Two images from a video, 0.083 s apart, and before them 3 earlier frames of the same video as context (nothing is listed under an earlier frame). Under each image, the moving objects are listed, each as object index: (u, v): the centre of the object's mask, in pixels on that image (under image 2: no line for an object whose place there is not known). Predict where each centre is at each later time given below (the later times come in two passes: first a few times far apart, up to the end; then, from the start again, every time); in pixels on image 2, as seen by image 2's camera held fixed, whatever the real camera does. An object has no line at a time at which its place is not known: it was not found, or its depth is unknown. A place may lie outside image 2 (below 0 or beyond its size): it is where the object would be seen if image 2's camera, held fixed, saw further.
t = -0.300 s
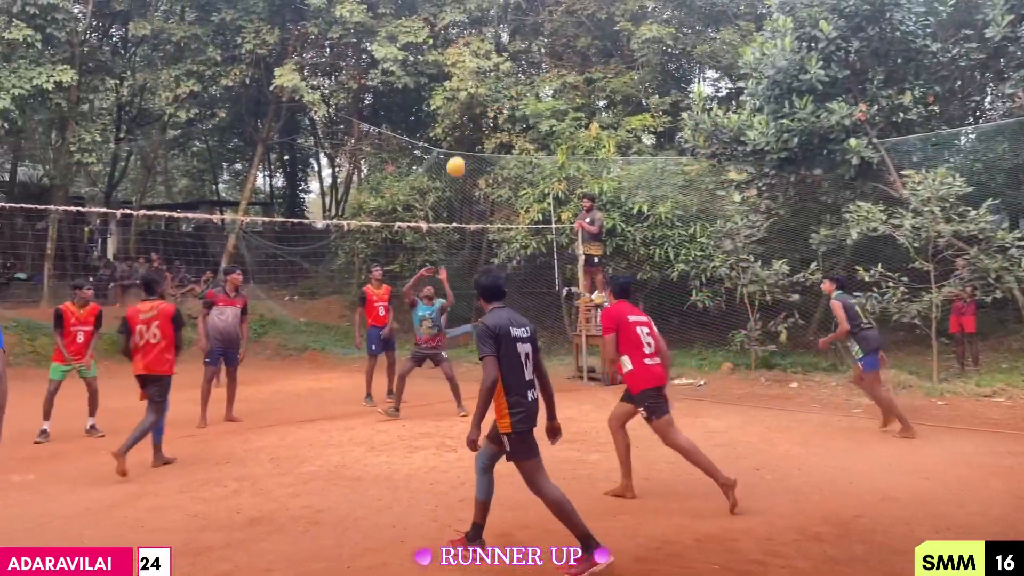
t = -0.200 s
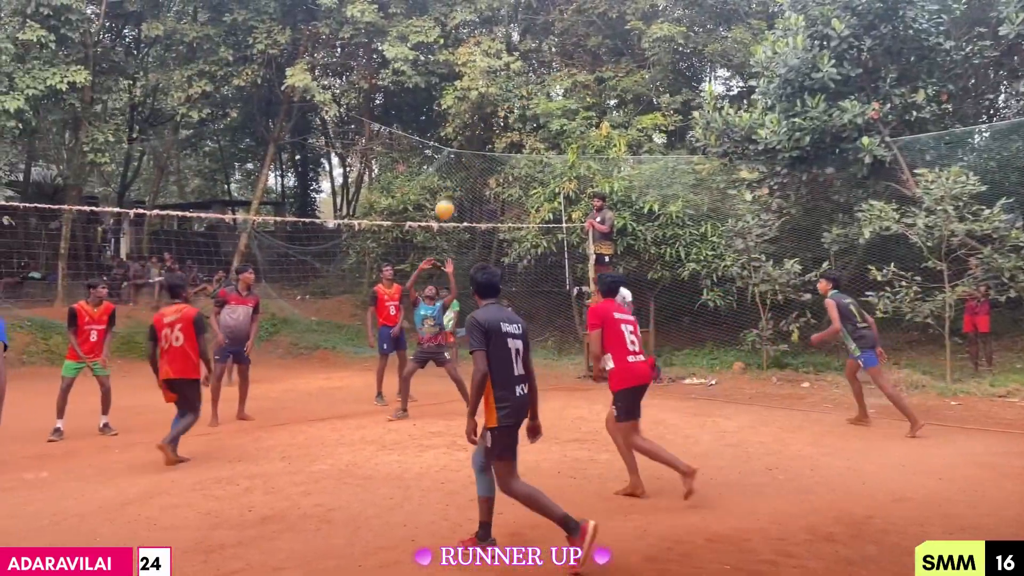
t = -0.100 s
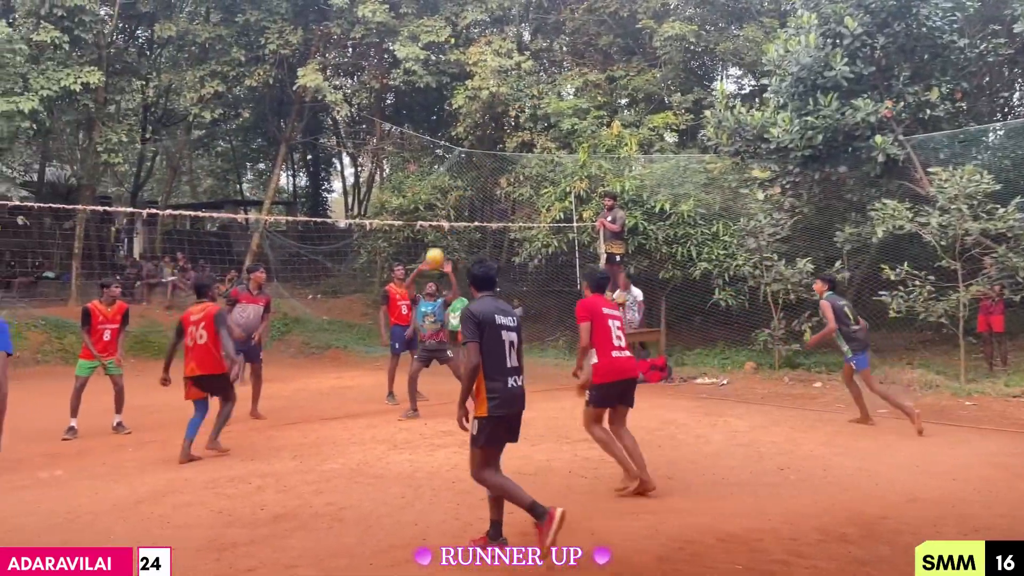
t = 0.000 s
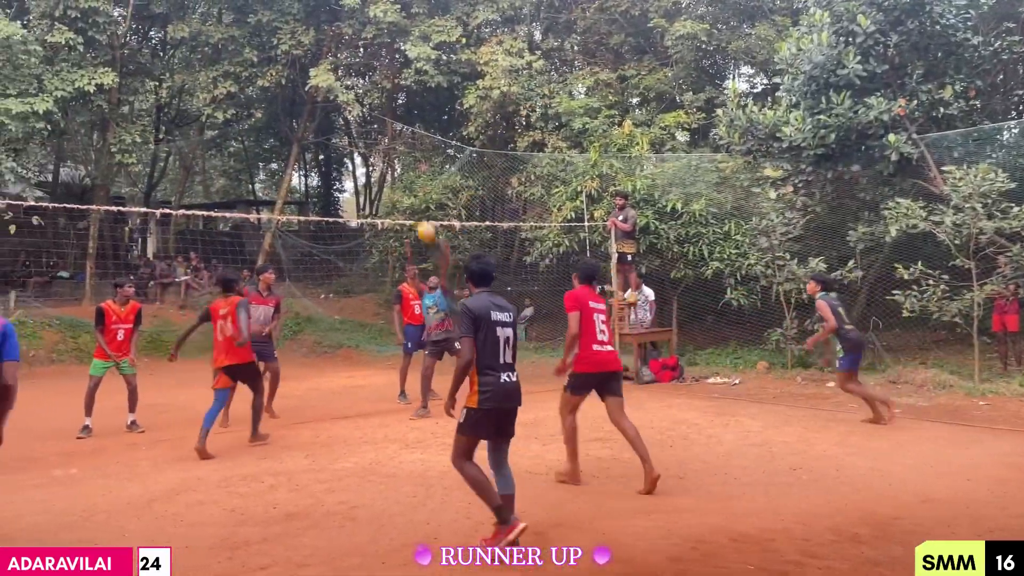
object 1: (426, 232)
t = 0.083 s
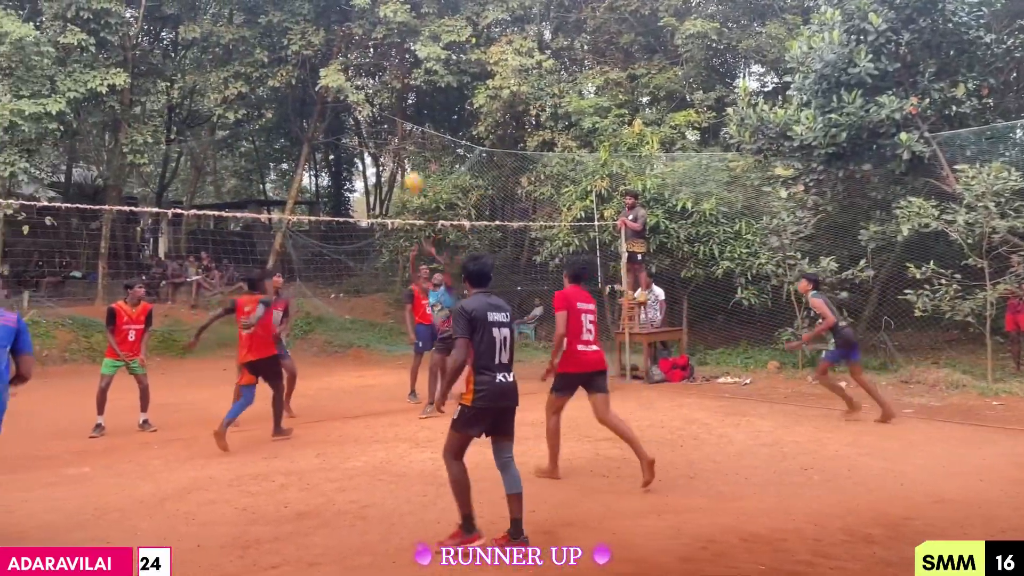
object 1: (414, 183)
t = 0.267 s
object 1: (364, 93)
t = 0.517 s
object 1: (289, 16)
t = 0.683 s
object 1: (236, -2)
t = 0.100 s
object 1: (409, 173)
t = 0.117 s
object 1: (404, 163)
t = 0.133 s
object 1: (401, 156)
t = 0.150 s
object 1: (395, 146)
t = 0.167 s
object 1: (391, 138)
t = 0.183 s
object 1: (386, 130)
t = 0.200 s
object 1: (382, 122)
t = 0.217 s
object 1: (376, 115)
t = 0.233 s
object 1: (373, 108)
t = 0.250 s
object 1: (368, 101)
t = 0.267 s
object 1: (364, 93)
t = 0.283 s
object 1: (358, 87)
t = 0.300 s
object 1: (354, 80)
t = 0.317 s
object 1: (349, 73)
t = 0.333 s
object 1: (344, 68)
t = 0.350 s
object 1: (339, 62)
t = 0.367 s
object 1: (334, 56)
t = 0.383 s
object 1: (330, 53)
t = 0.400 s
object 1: (325, 45)
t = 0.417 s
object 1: (320, 40)
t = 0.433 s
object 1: (314, 37)
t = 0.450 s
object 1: (311, 32)
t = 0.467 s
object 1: (305, 27)
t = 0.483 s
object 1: (299, 24)
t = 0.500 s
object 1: (295, 21)
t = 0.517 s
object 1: (289, 16)
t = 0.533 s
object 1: (284, 13)
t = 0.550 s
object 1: (279, 10)
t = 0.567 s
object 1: (274, 8)
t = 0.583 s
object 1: (269, 5)
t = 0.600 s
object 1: (263, 3)
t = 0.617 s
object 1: (258, 2)
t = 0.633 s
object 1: (252, 0)
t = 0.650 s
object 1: (247, 0)
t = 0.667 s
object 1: (241, -1)
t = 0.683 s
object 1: (236, -2)
